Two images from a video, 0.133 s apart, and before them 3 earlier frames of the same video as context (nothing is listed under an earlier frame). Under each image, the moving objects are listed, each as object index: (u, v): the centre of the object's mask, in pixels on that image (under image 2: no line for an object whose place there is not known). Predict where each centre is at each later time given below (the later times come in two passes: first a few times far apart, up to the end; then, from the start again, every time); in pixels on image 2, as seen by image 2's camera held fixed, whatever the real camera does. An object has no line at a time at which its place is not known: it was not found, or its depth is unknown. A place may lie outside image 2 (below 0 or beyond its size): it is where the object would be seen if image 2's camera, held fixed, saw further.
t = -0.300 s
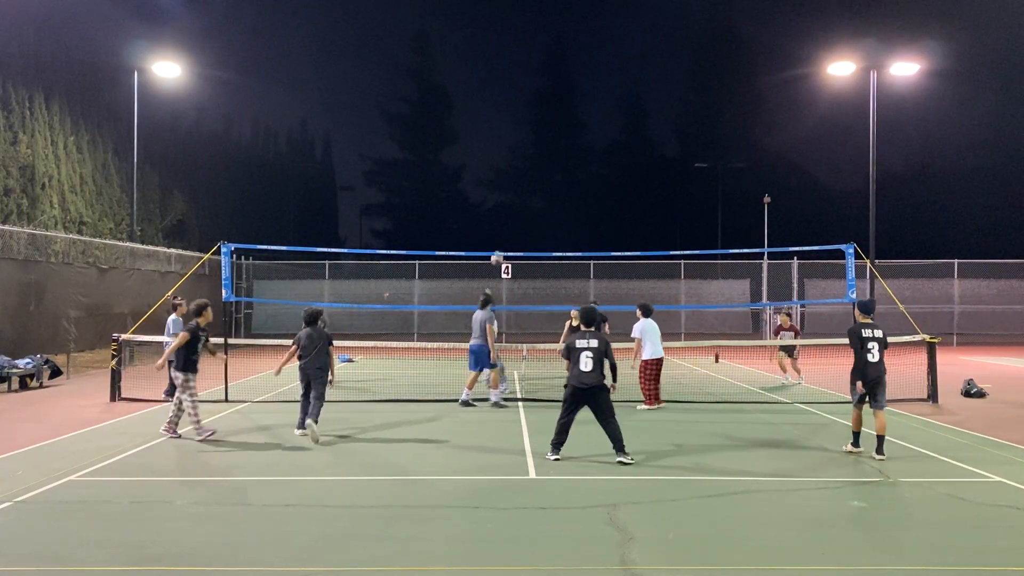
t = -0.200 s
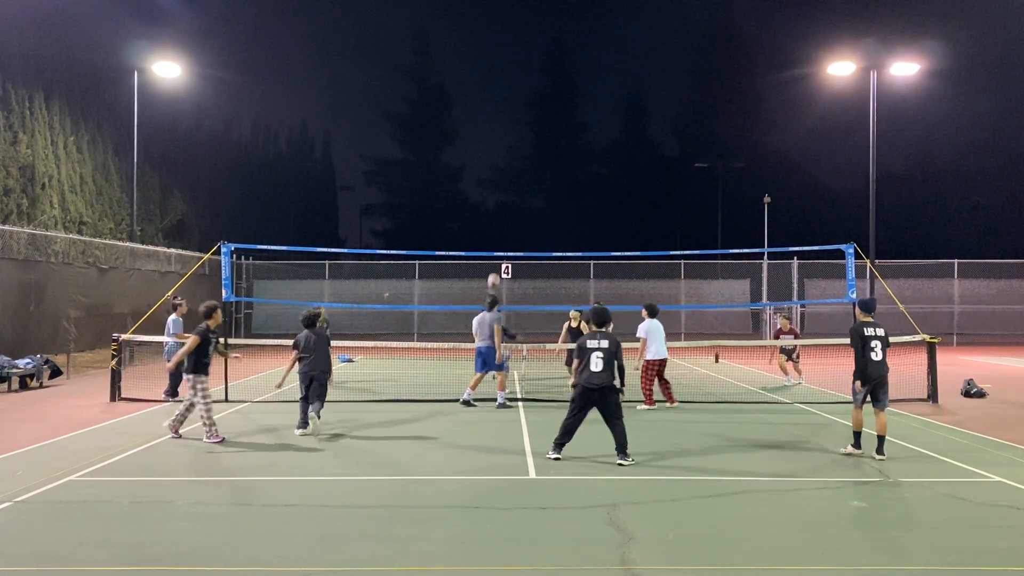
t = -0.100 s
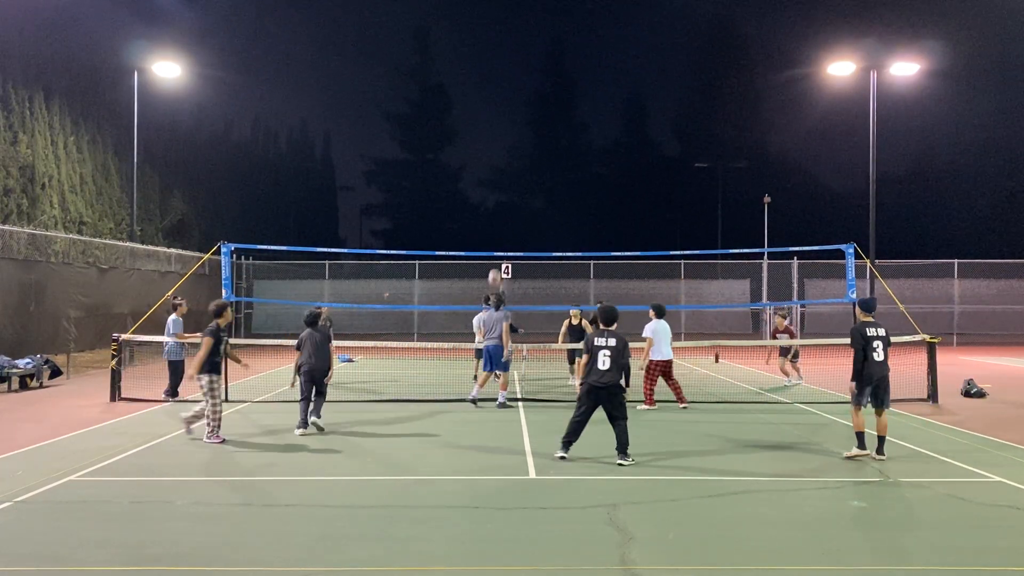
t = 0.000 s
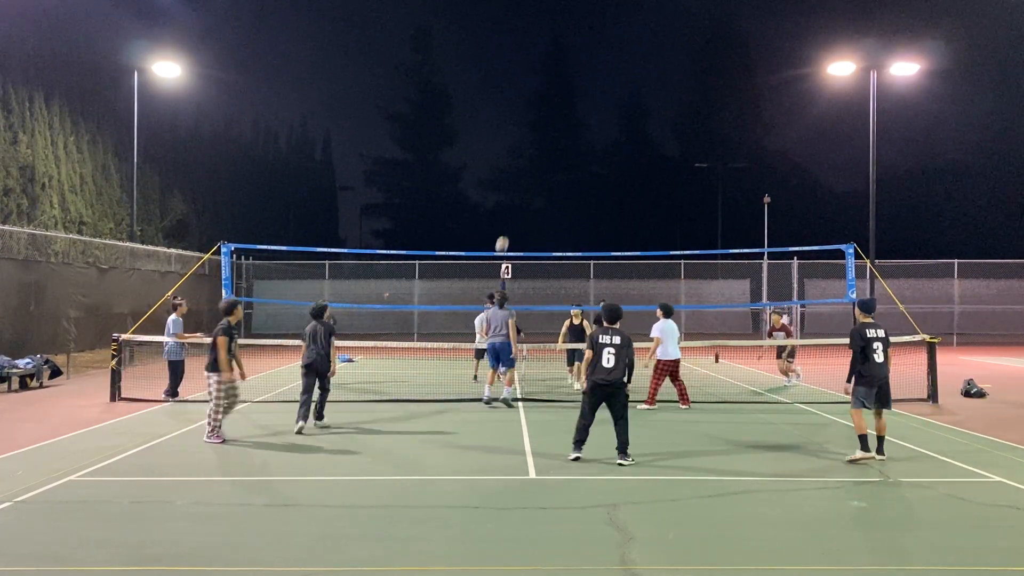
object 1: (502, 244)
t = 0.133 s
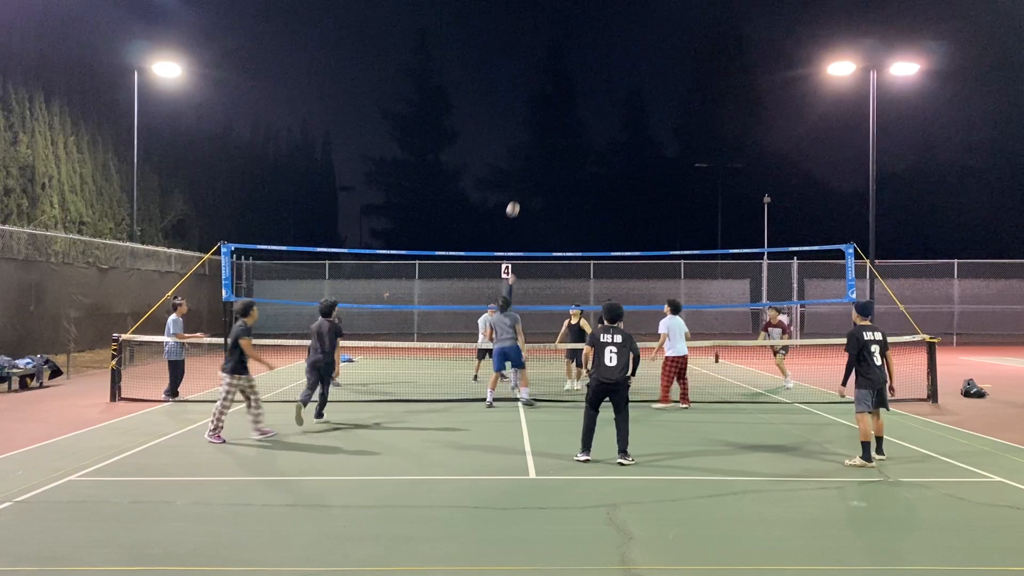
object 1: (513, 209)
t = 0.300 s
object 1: (526, 180)
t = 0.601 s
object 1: (549, 167)
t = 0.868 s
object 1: (569, 198)
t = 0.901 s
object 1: (571, 205)
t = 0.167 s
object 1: (515, 202)
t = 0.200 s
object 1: (518, 196)
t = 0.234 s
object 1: (521, 190)
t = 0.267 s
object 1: (523, 185)
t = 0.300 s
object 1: (526, 180)
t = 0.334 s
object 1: (528, 176)
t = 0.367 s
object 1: (531, 172)
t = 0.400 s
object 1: (533, 170)
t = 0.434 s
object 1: (536, 168)
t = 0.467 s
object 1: (538, 166)
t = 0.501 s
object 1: (541, 165)
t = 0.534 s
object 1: (544, 165)
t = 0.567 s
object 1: (546, 165)
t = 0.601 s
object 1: (549, 167)
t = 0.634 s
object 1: (551, 168)
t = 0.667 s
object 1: (554, 171)
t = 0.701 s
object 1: (556, 174)
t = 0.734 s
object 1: (559, 177)
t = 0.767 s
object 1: (561, 181)
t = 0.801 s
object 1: (564, 186)
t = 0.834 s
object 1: (566, 192)
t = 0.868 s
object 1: (569, 198)
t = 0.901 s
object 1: (571, 205)
